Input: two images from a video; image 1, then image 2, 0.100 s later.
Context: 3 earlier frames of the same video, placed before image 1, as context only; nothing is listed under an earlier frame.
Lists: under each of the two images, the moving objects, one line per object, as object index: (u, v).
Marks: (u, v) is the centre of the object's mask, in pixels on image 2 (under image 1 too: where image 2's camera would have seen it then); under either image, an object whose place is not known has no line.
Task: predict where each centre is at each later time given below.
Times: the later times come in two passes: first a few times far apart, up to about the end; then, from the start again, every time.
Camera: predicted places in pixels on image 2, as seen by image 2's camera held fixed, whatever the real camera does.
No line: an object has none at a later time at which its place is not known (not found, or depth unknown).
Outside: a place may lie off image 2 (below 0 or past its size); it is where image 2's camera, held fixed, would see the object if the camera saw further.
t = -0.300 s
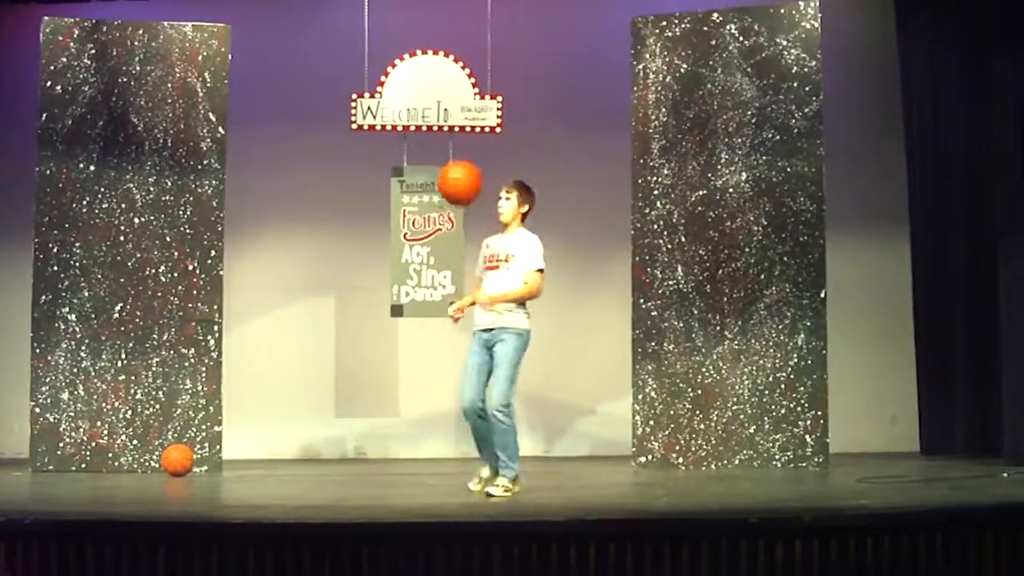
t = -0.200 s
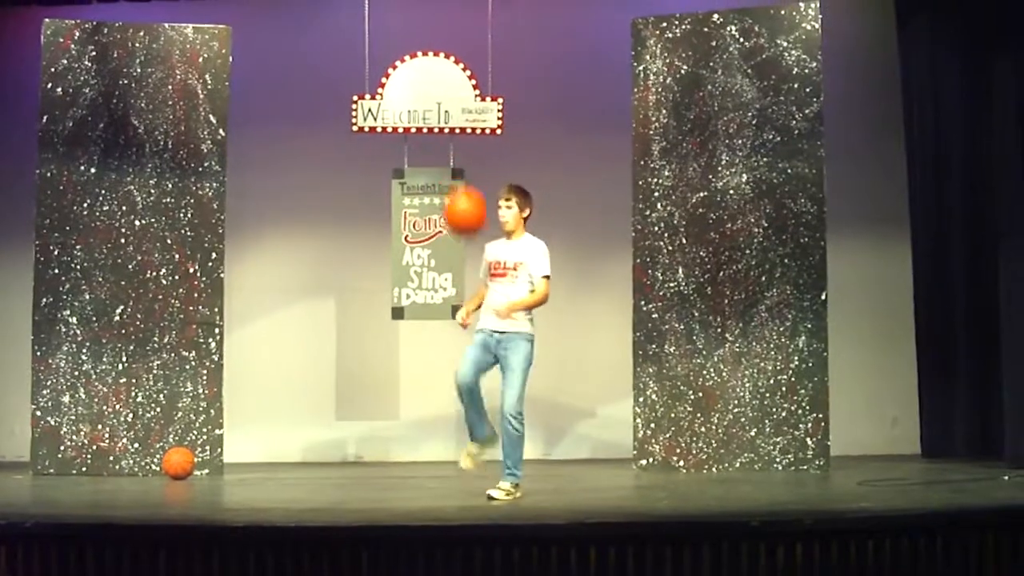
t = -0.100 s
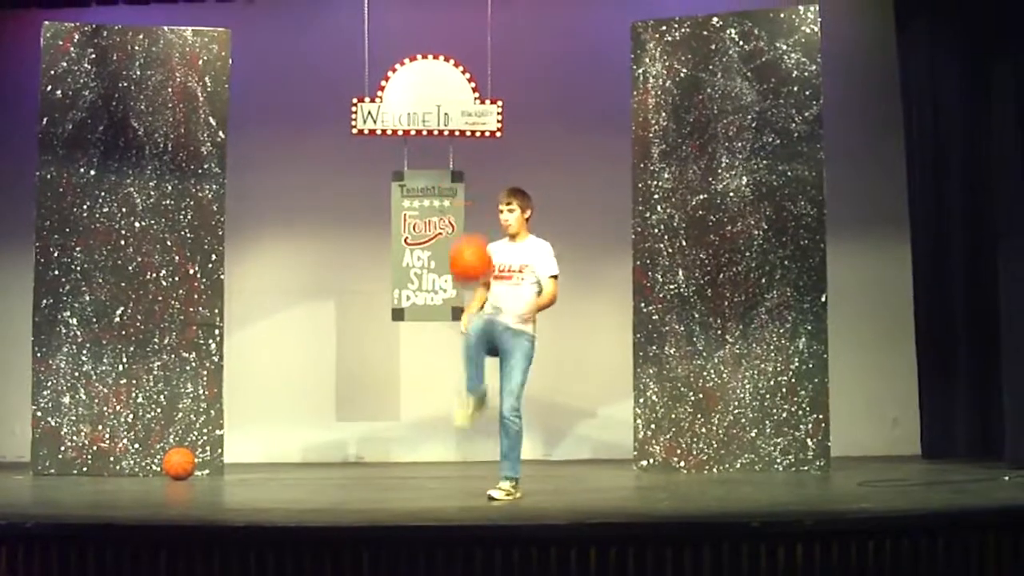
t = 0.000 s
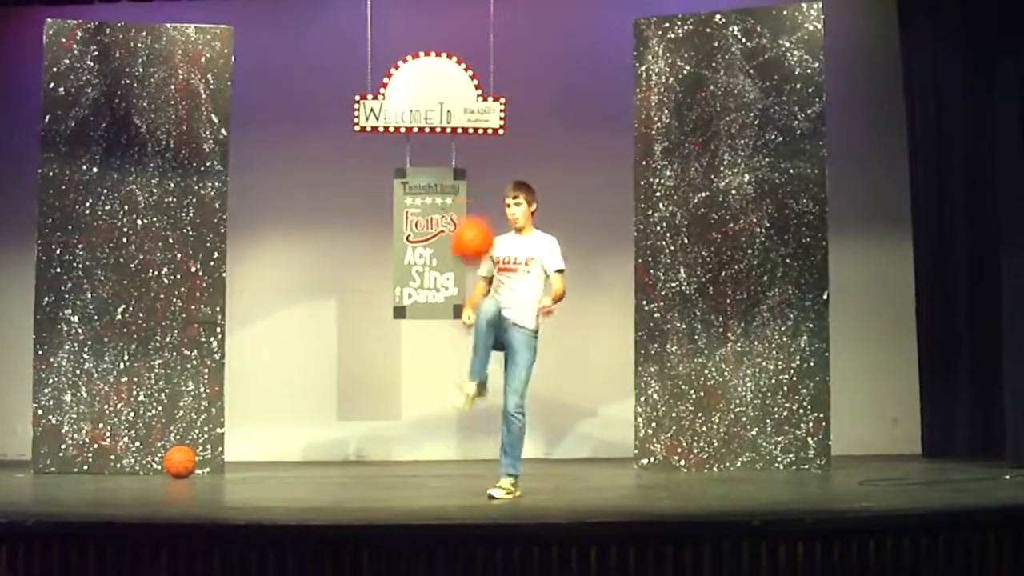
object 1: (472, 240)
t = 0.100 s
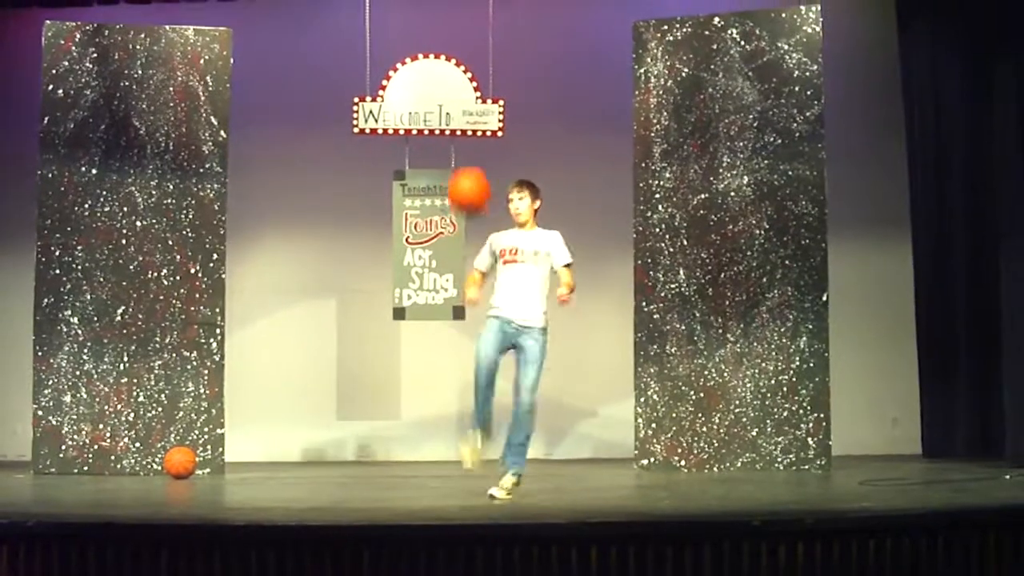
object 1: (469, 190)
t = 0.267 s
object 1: (463, 147)
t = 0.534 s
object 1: (457, 171)
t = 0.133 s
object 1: (468, 177)
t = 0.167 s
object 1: (467, 166)
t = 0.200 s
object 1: (466, 158)
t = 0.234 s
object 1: (464, 151)
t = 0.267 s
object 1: (463, 147)
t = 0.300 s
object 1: (462, 144)
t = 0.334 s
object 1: (461, 143)
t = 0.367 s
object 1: (461, 143)
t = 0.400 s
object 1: (460, 145)
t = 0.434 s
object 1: (459, 148)
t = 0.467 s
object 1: (458, 154)
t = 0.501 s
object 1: (457, 161)
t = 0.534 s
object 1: (457, 171)
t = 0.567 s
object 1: (456, 182)
